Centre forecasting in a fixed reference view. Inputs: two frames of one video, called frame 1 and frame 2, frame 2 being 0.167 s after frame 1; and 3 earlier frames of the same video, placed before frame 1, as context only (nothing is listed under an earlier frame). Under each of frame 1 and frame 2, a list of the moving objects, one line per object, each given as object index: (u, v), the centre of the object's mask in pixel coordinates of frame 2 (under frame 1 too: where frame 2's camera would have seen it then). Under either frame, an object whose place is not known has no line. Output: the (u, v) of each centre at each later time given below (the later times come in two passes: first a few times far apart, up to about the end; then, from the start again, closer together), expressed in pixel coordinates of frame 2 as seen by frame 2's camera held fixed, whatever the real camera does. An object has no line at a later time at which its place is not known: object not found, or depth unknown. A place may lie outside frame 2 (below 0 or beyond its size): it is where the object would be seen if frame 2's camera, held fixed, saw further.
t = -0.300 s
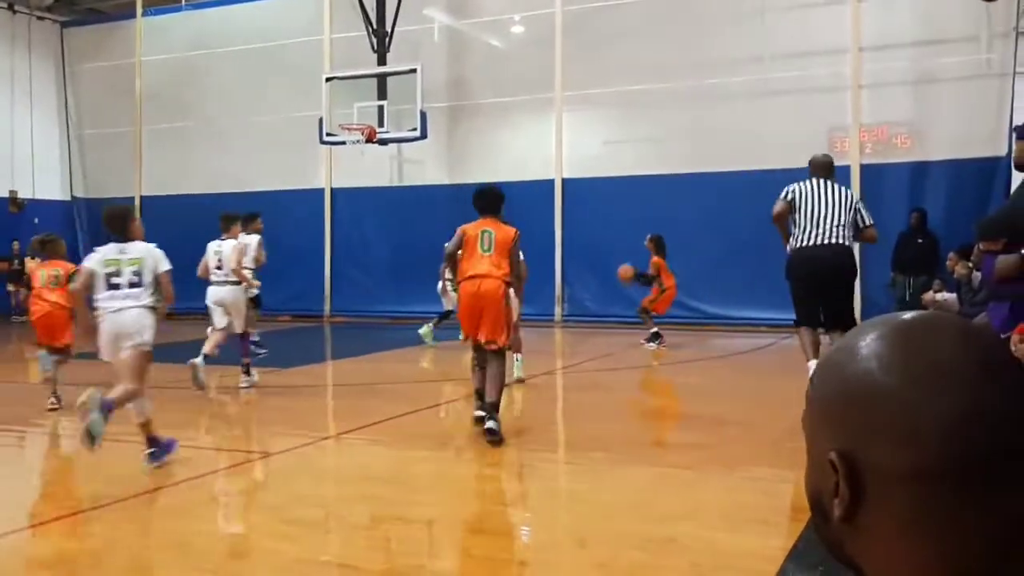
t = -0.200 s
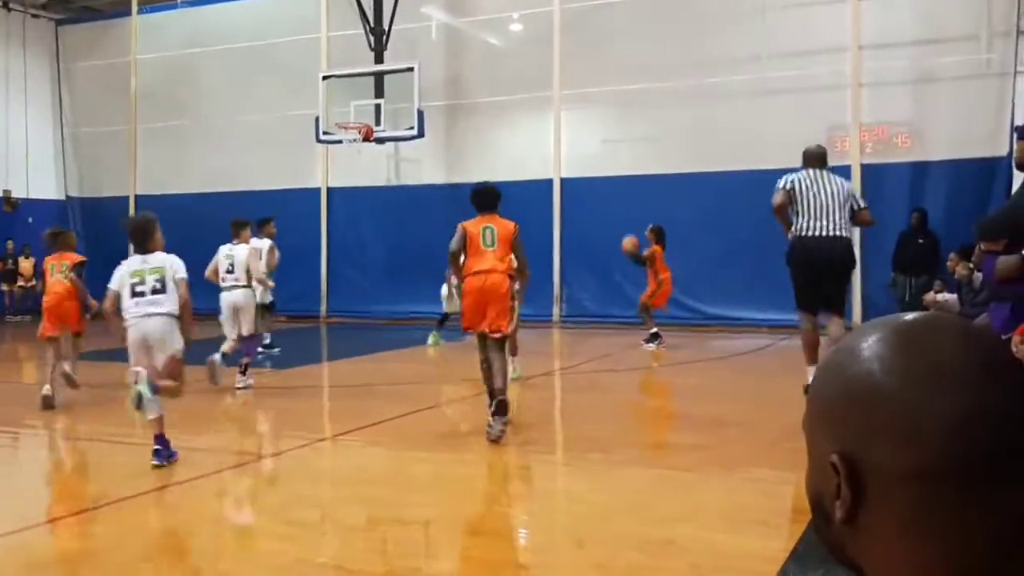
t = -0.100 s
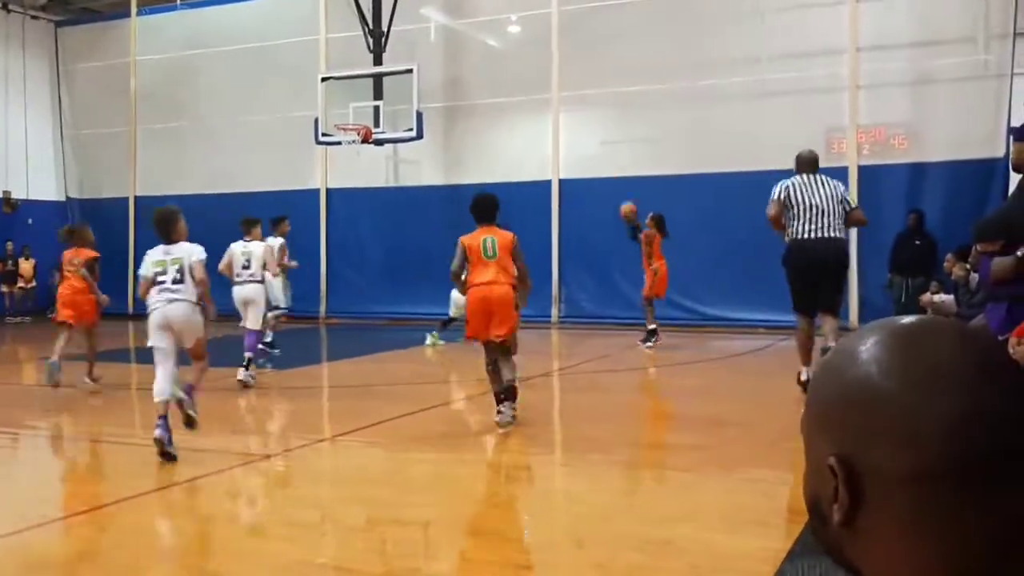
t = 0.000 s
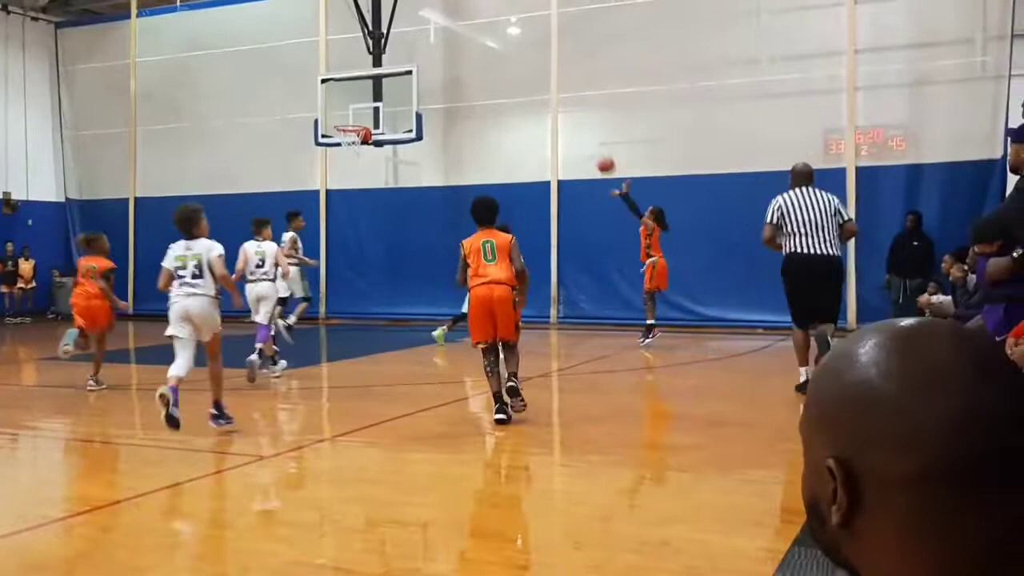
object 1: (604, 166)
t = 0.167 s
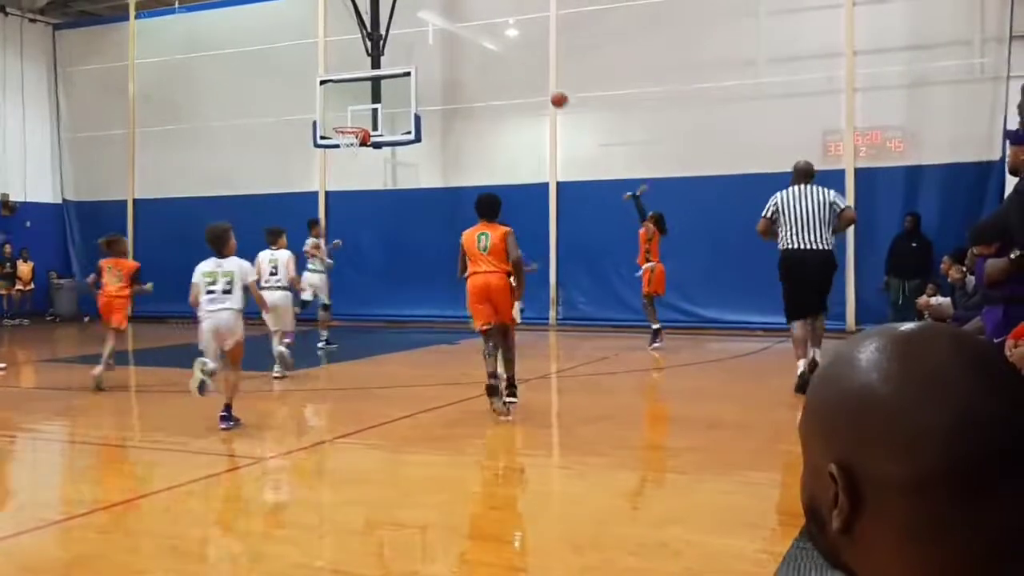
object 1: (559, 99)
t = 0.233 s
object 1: (541, 80)
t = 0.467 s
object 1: (484, 36)
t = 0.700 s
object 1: (431, 34)
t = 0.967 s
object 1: (376, 75)
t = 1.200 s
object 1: (347, 133)
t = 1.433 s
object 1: (372, 171)
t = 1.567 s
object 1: (383, 198)
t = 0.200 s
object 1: (550, 89)
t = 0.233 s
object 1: (541, 80)
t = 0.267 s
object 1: (532, 71)
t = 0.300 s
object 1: (525, 63)
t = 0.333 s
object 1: (516, 56)
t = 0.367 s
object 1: (508, 50)
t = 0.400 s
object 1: (500, 44)
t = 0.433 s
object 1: (492, 40)
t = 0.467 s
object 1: (484, 36)
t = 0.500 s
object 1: (476, 33)
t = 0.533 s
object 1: (468, 31)
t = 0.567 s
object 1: (461, 30)
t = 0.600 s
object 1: (453, 30)
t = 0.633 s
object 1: (446, 31)
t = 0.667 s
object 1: (438, 32)
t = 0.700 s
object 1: (431, 34)
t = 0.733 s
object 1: (424, 36)
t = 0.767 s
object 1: (417, 40)
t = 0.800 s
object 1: (410, 45)
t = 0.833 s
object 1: (403, 50)
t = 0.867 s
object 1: (396, 56)
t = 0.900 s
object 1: (389, 62)
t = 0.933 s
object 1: (383, 68)
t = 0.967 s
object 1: (376, 75)
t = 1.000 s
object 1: (369, 85)
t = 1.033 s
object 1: (363, 95)
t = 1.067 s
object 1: (357, 103)
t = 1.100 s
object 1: (350, 113)
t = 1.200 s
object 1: (347, 133)
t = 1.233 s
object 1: (355, 149)
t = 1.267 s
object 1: (357, 152)
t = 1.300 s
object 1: (361, 154)
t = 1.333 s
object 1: (363, 157)
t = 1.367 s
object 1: (366, 161)
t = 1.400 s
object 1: (369, 166)
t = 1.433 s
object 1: (372, 171)
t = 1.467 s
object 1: (374, 177)
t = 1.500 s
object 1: (377, 183)
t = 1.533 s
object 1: (380, 190)
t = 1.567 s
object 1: (383, 198)
